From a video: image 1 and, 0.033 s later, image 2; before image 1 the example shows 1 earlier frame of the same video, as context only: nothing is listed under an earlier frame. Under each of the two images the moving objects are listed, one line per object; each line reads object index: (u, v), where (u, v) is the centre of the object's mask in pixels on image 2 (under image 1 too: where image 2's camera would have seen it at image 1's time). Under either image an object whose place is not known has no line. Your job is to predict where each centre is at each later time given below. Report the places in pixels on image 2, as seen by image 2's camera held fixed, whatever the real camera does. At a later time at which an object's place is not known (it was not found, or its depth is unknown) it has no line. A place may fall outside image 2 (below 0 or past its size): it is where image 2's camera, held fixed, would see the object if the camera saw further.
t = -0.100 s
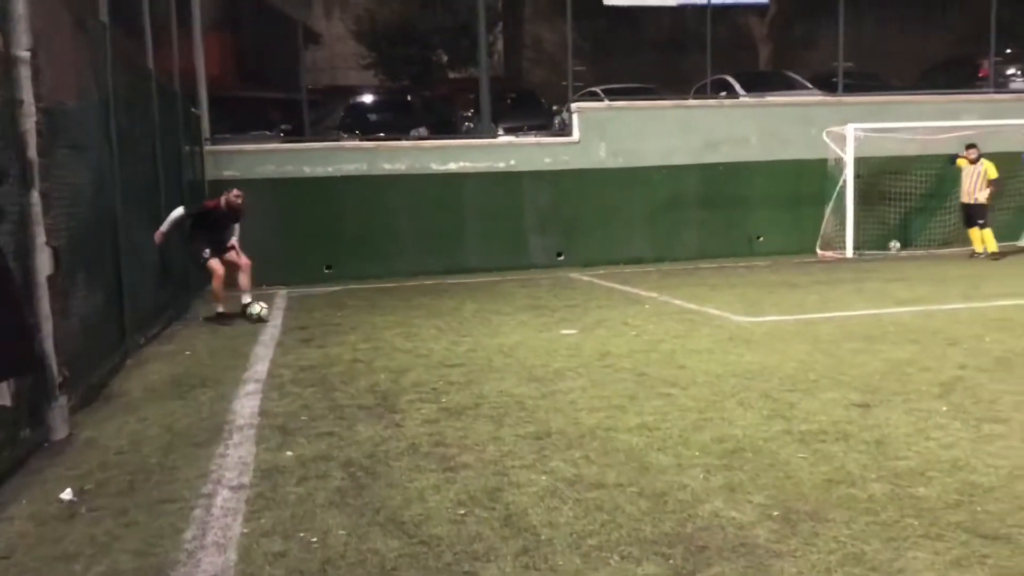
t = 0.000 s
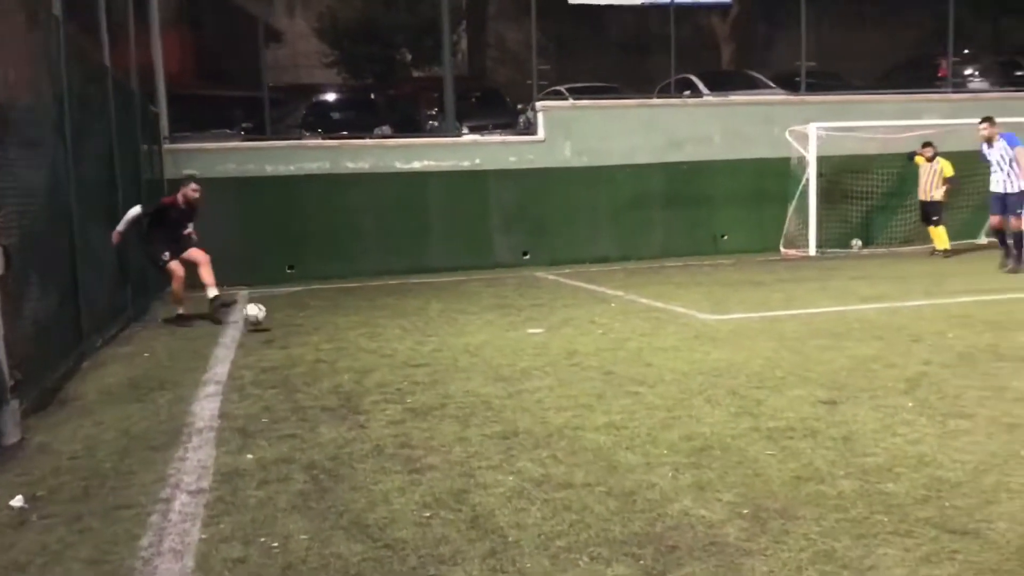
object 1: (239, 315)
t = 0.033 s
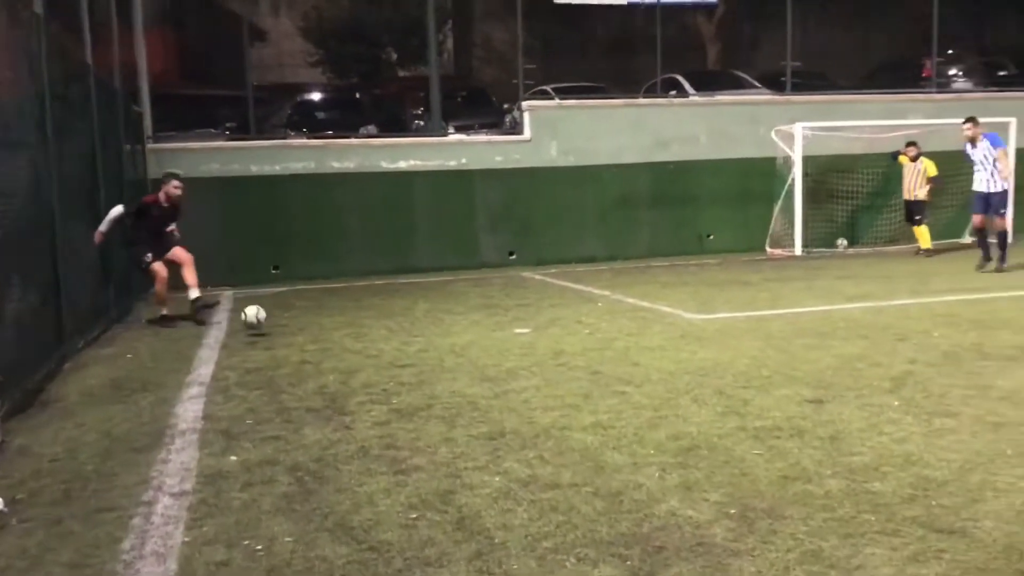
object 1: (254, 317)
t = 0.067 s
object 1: (270, 321)
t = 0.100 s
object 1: (285, 326)
